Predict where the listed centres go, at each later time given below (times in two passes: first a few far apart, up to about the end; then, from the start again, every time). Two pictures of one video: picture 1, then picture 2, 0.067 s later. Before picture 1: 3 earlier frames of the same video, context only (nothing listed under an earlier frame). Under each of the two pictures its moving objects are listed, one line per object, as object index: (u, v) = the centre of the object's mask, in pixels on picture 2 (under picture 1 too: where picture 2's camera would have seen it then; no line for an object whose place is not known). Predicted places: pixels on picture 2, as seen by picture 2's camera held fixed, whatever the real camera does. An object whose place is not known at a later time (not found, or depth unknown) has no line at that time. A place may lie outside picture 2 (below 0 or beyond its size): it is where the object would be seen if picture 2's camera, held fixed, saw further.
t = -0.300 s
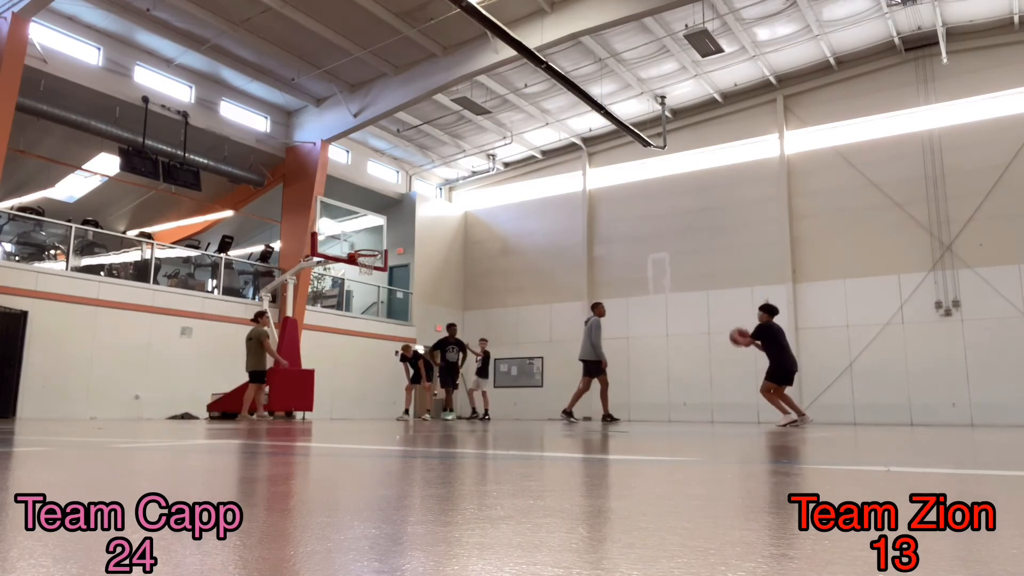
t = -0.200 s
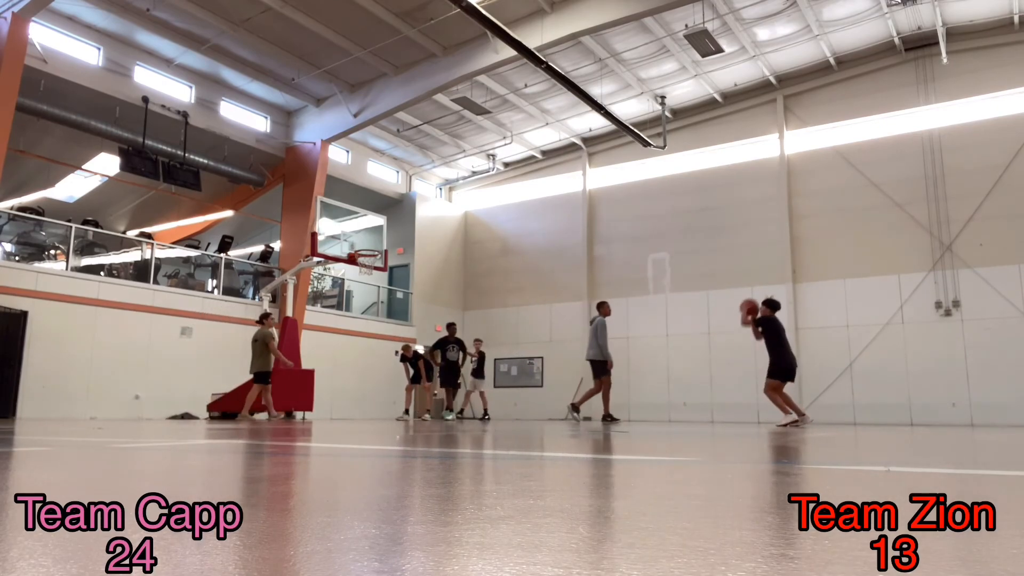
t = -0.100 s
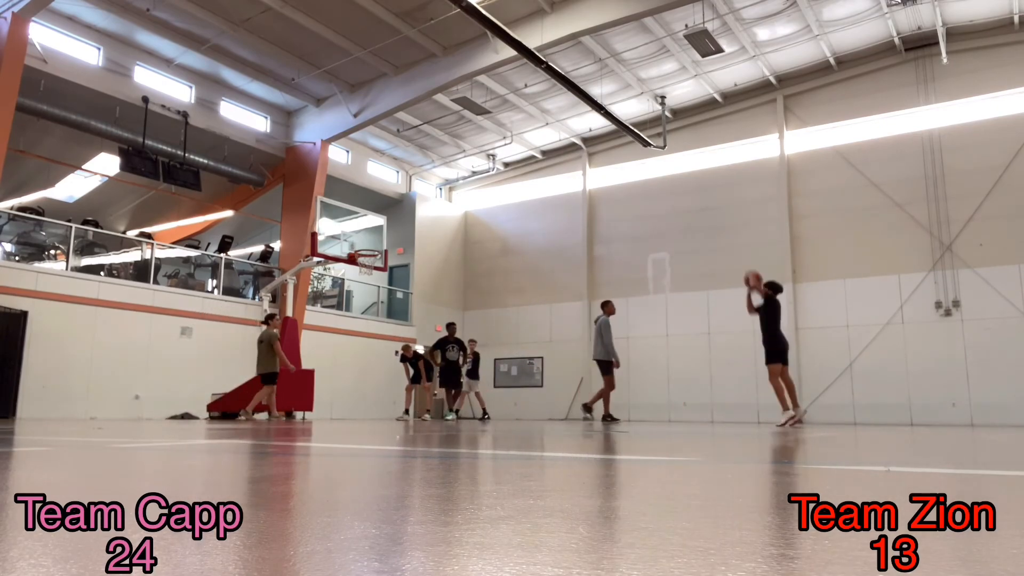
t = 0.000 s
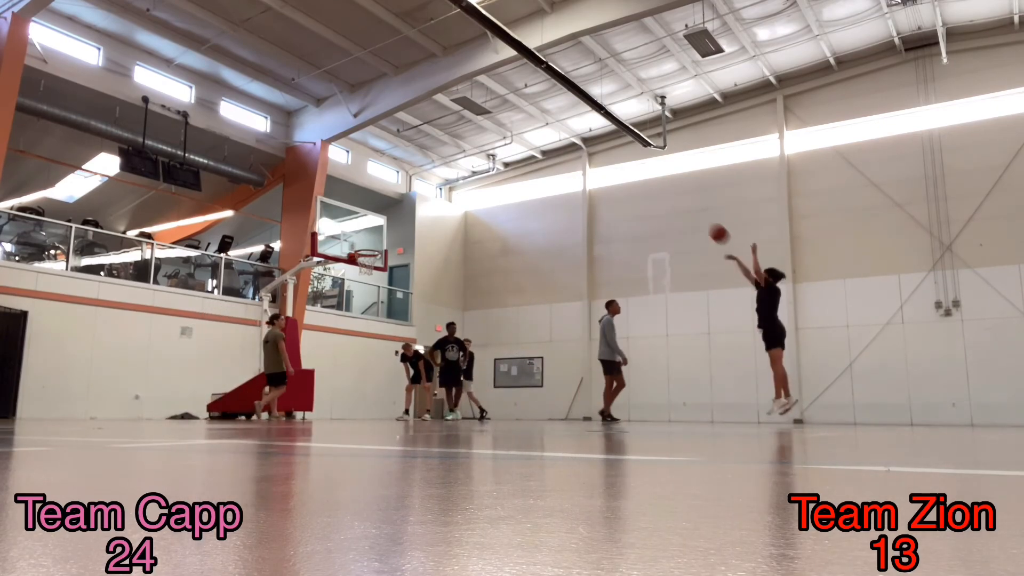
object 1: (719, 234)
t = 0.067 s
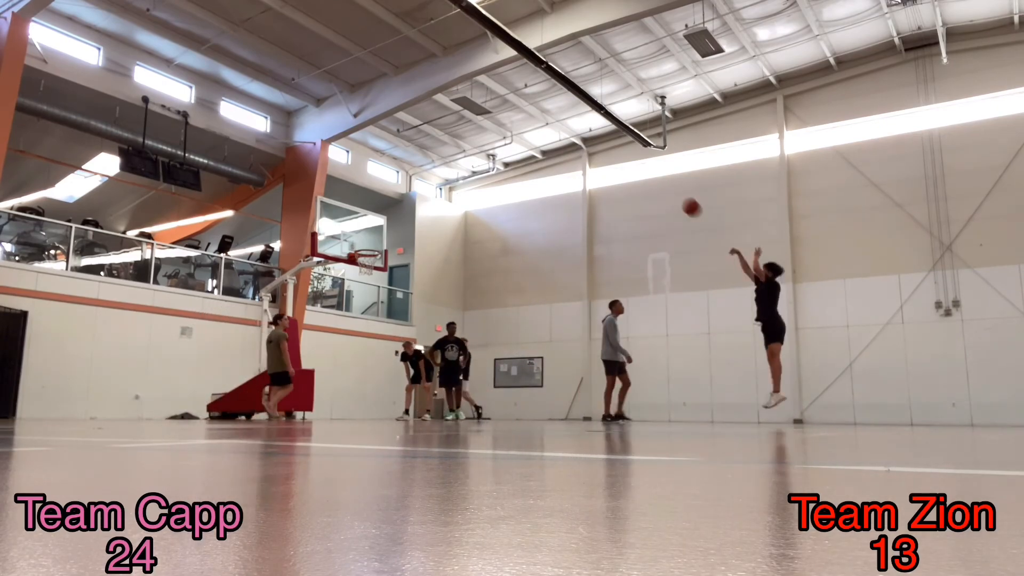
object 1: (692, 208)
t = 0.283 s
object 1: (612, 150)
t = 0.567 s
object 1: (526, 125)
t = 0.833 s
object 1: (457, 143)
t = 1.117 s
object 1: (392, 198)
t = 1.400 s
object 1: (376, 261)
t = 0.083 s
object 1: (685, 202)
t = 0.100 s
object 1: (678, 196)
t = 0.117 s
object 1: (672, 191)
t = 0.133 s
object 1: (666, 186)
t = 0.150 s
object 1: (660, 182)
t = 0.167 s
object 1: (654, 178)
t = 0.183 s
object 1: (647, 172)
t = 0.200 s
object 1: (641, 167)
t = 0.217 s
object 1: (635, 162)
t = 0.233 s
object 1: (629, 159)
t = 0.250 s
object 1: (623, 155)
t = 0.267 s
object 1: (617, 153)
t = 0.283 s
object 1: (612, 150)
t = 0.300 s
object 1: (607, 147)
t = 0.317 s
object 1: (601, 145)
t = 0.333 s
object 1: (595, 142)
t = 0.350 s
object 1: (590, 139)
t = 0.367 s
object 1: (585, 138)
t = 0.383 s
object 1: (580, 136)
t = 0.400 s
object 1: (575, 134)
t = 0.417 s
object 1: (570, 132)
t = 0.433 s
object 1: (565, 131)
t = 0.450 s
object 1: (560, 129)
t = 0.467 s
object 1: (555, 128)
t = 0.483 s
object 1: (550, 127)
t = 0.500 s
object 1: (545, 127)
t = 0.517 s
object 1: (540, 126)
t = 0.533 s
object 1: (536, 126)
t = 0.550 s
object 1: (531, 125)
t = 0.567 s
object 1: (526, 125)
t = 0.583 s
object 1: (522, 125)
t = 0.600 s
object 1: (517, 126)
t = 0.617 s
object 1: (513, 126)
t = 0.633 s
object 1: (508, 127)
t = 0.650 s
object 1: (504, 128)
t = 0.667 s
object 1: (500, 128)
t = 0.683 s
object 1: (495, 129)
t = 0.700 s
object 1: (490, 130)
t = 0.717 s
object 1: (486, 131)
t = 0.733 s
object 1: (482, 132)
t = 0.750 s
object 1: (478, 134)
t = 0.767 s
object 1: (473, 136)
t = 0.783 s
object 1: (469, 137)
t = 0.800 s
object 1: (465, 139)
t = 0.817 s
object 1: (461, 141)
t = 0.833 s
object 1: (457, 143)
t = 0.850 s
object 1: (453, 146)
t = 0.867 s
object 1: (449, 148)
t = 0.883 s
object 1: (445, 151)
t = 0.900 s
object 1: (441, 153)
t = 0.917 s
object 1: (437, 156)
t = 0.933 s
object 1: (433, 159)
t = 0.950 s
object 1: (429, 162)
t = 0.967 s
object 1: (425, 165)
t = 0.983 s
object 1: (421, 168)
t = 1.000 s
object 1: (418, 171)
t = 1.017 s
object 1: (414, 175)
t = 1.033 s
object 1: (410, 179)
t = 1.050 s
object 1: (406, 182)
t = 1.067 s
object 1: (402, 186)
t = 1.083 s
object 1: (398, 190)
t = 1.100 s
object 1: (395, 194)
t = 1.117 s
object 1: (392, 198)
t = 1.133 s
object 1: (387, 202)
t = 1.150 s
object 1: (384, 207)
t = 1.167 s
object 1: (380, 211)
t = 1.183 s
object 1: (377, 215)
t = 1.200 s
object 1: (373, 220)
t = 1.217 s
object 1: (369, 226)
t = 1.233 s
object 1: (366, 231)
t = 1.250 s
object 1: (362, 235)
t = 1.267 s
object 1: (359, 240)
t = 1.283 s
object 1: (359, 243)
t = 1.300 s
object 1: (361, 246)
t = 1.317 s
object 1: (365, 249)
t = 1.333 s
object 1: (367, 251)
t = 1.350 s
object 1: (370, 255)
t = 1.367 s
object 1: (373, 259)
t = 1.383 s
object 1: (375, 261)
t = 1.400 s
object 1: (376, 261)
